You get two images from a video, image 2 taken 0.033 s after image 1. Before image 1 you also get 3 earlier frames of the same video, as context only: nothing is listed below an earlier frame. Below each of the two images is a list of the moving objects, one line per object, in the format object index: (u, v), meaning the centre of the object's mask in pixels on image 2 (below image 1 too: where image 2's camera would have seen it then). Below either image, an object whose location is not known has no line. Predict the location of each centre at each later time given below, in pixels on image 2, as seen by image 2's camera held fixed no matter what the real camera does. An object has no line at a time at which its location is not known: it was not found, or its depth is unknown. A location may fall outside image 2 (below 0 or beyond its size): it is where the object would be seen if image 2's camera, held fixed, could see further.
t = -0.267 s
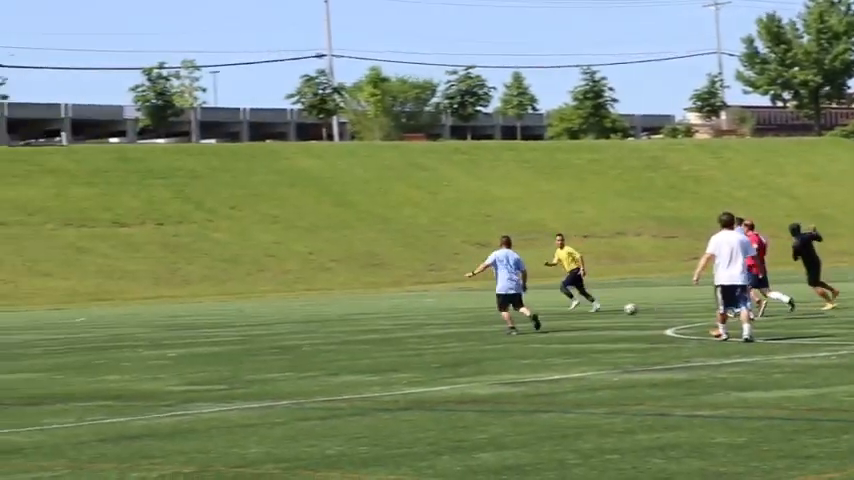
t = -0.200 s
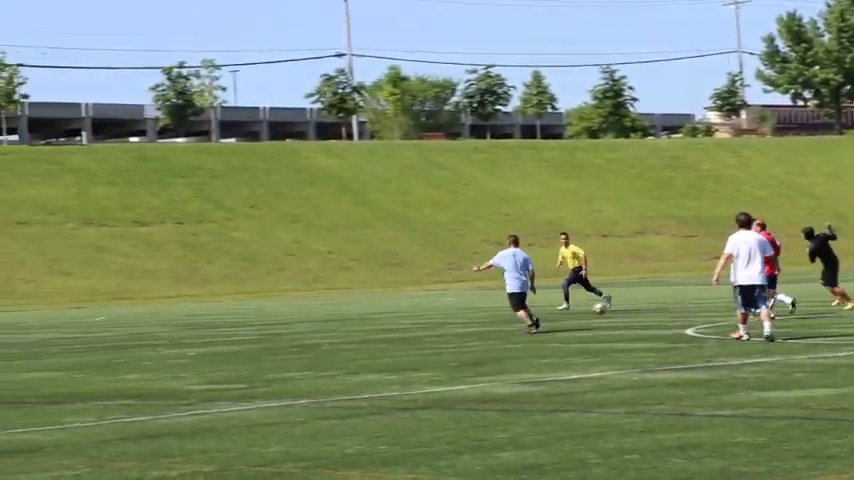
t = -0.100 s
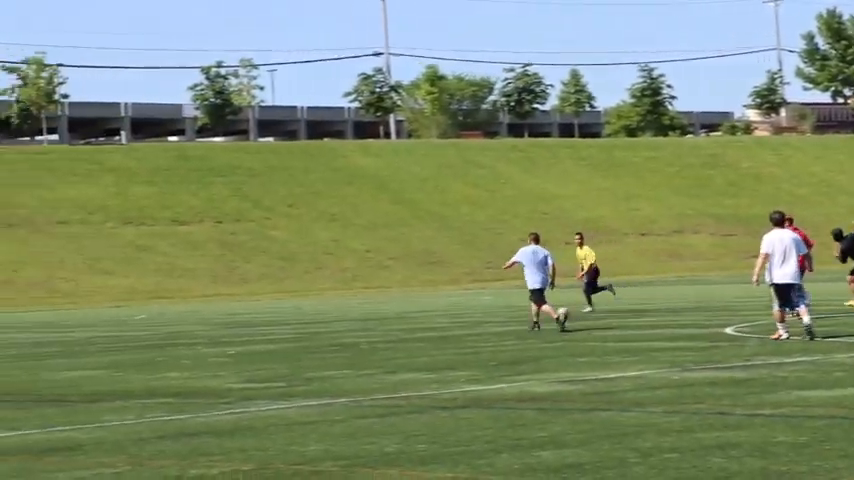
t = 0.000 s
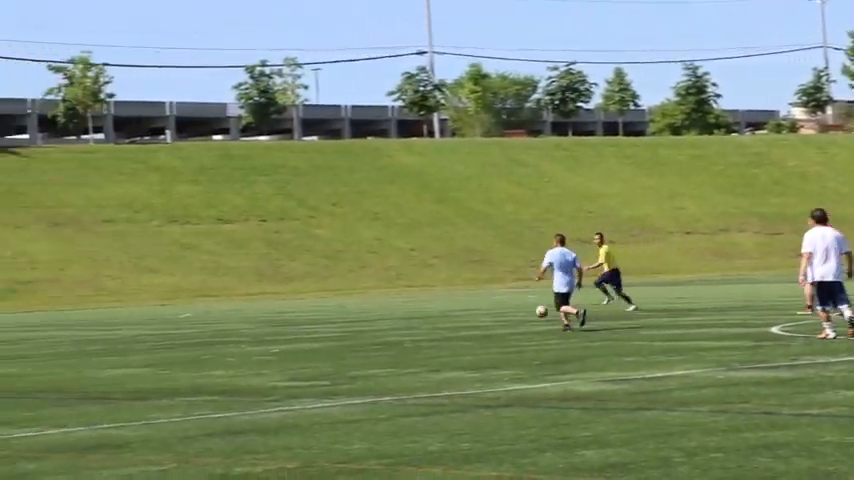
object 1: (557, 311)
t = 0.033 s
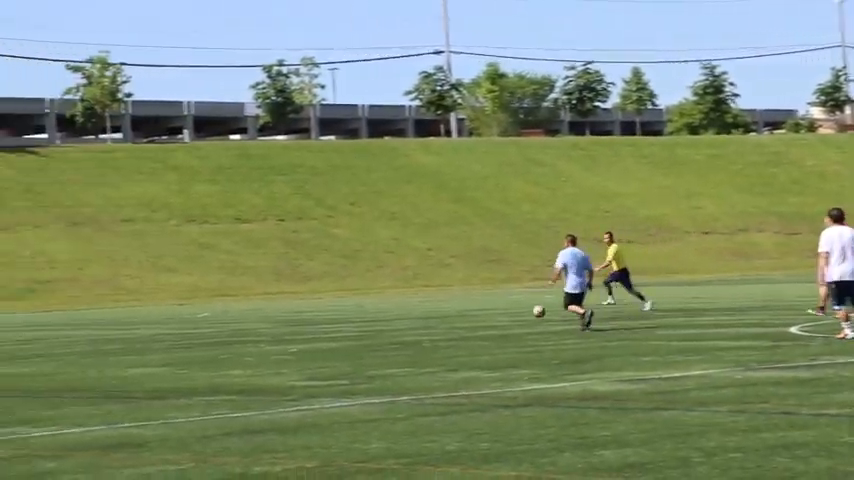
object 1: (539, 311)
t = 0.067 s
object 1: (518, 311)
